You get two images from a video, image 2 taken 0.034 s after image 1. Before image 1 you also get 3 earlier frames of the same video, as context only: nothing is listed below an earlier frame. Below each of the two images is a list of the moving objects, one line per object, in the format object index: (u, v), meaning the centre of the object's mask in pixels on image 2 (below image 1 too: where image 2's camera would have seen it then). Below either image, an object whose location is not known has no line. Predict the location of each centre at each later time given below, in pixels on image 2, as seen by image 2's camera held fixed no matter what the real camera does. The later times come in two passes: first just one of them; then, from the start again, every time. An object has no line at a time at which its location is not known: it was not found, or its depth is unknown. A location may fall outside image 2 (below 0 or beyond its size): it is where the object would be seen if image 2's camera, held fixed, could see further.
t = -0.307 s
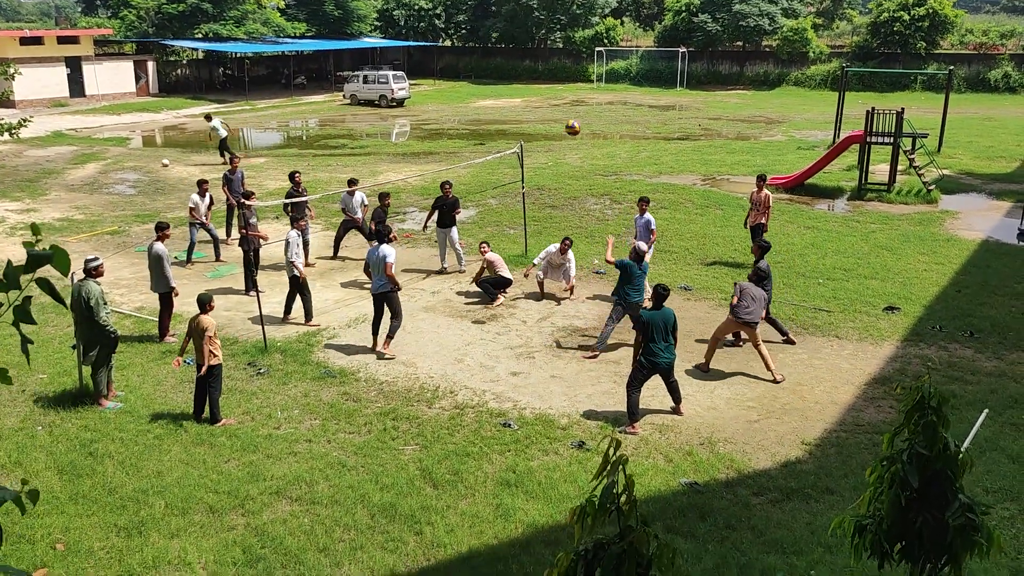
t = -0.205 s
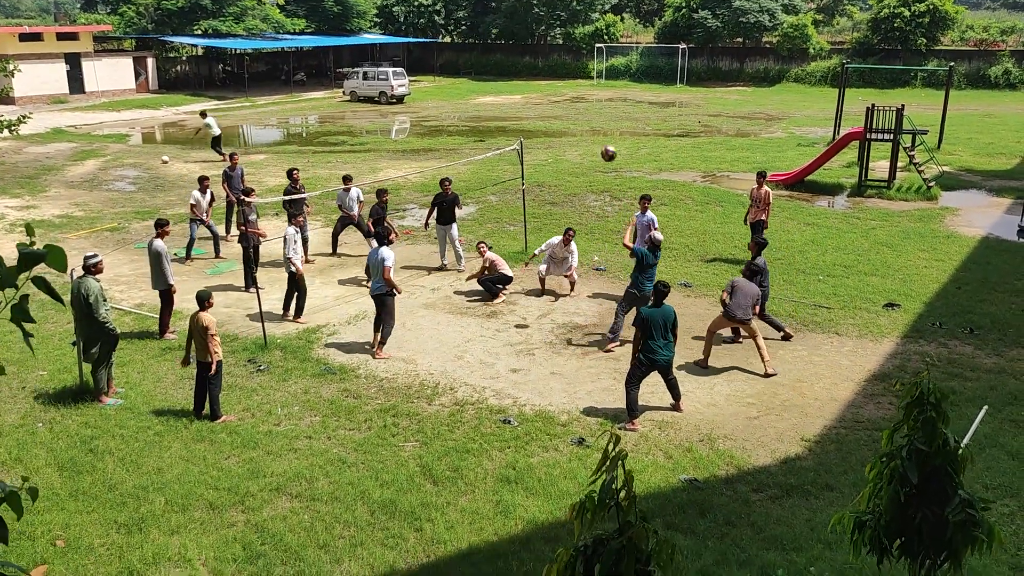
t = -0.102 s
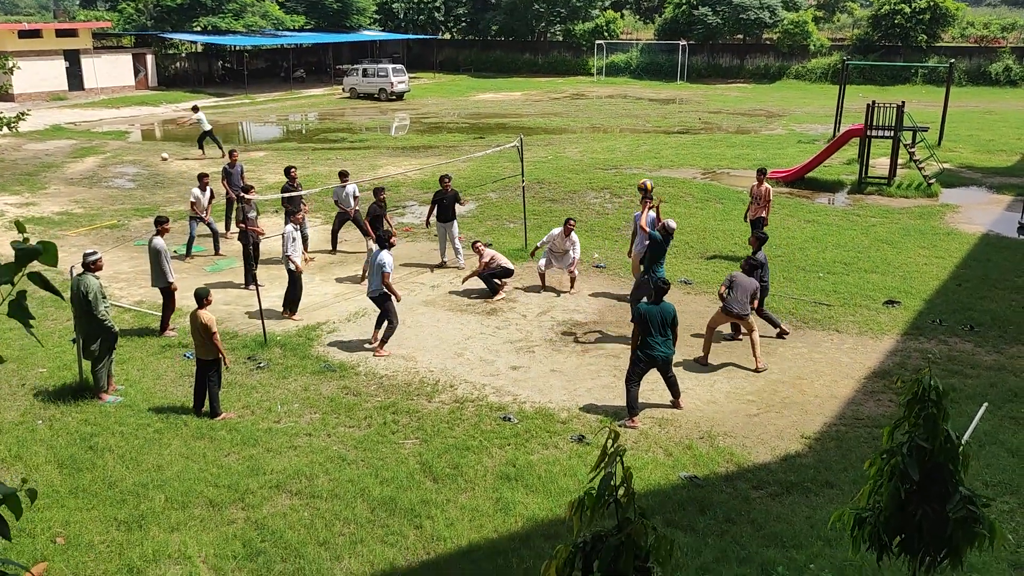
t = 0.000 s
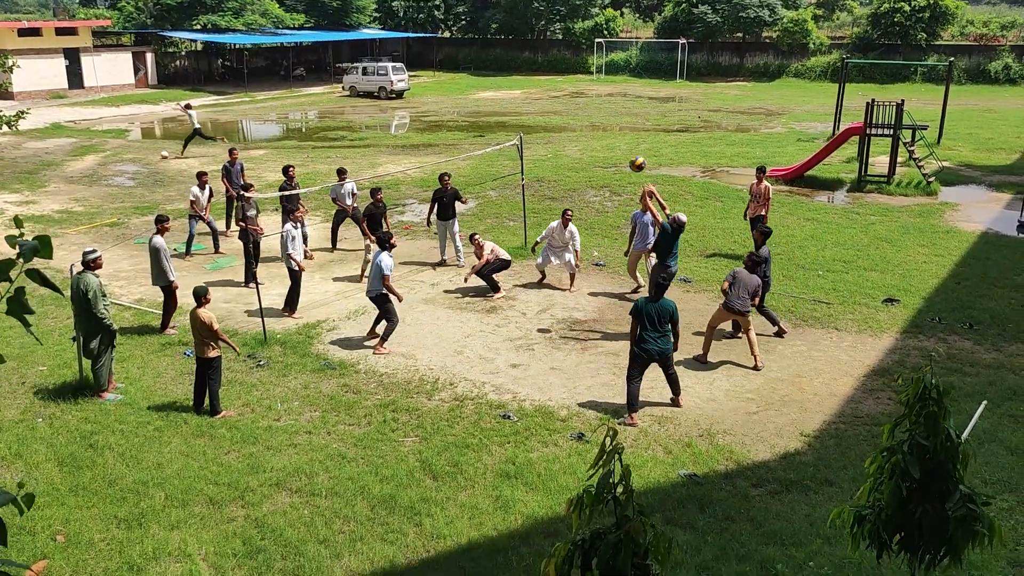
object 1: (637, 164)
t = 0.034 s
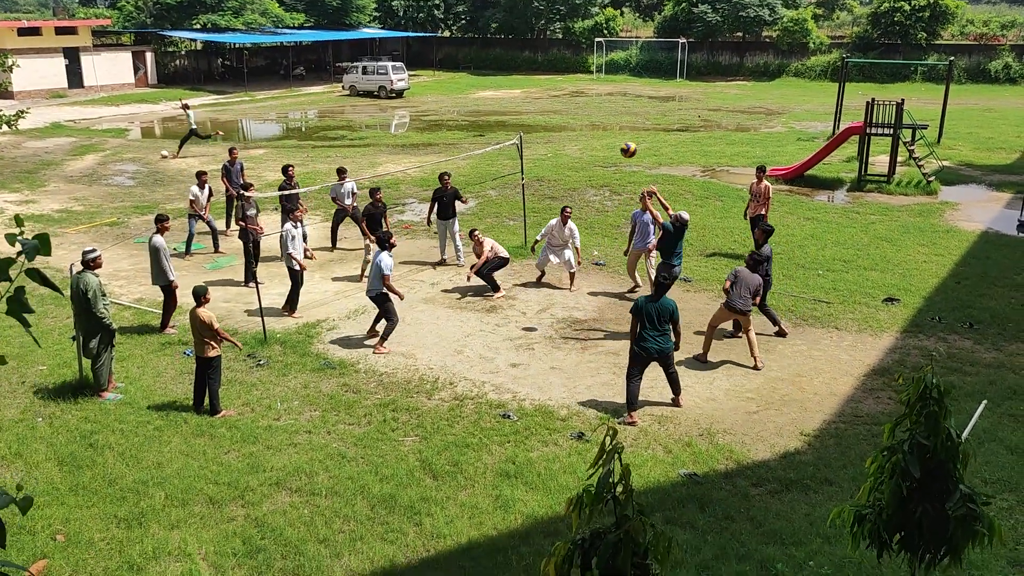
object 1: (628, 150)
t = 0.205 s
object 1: (584, 94)
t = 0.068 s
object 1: (620, 137)
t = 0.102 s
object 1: (611, 126)
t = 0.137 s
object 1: (602, 114)
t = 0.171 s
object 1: (593, 104)
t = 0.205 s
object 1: (584, 94)
